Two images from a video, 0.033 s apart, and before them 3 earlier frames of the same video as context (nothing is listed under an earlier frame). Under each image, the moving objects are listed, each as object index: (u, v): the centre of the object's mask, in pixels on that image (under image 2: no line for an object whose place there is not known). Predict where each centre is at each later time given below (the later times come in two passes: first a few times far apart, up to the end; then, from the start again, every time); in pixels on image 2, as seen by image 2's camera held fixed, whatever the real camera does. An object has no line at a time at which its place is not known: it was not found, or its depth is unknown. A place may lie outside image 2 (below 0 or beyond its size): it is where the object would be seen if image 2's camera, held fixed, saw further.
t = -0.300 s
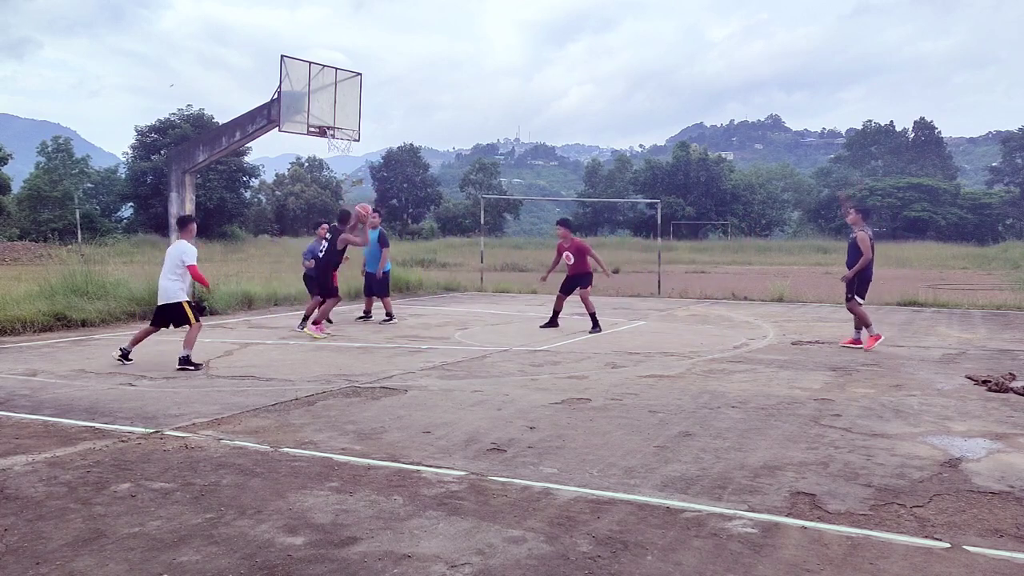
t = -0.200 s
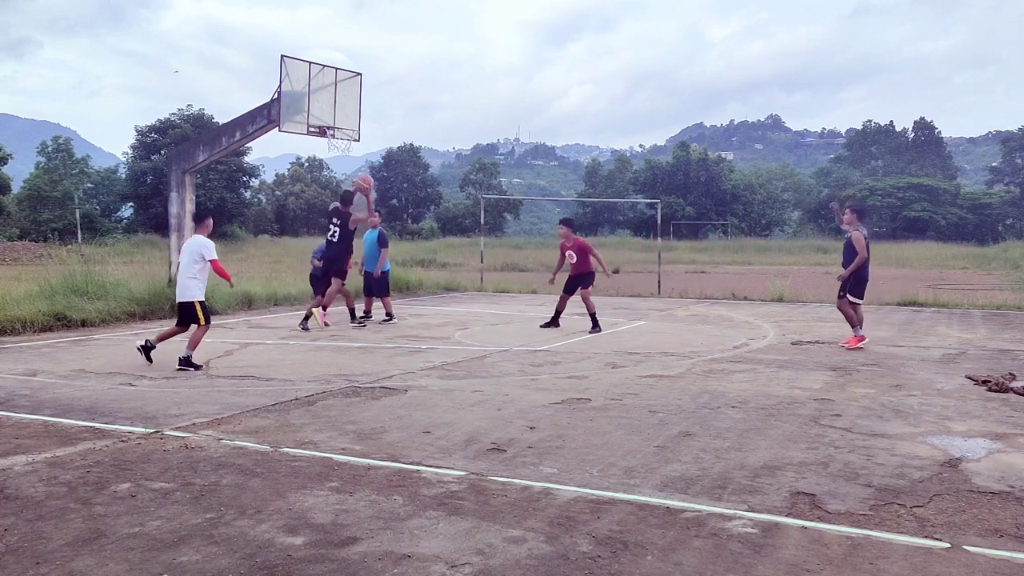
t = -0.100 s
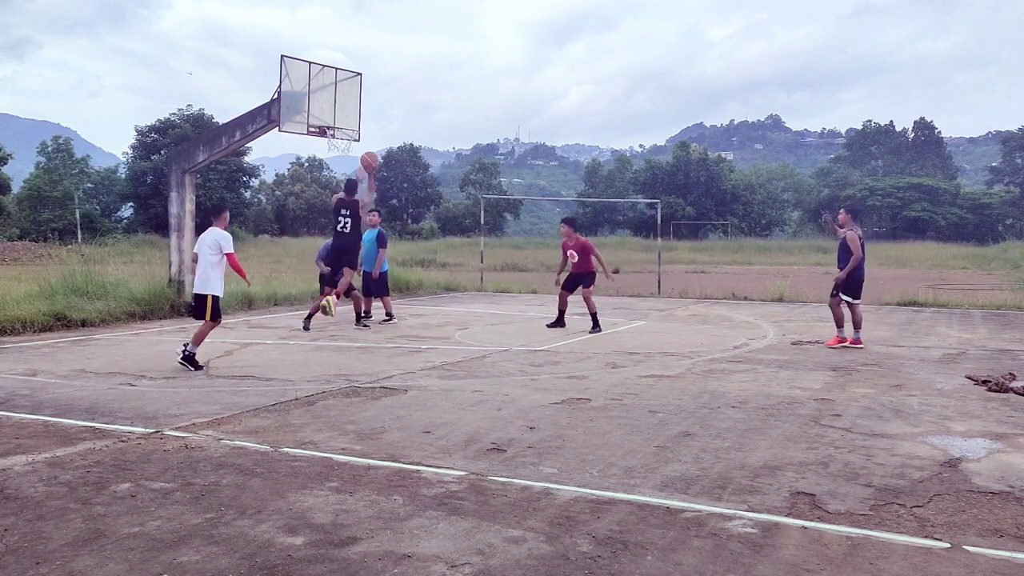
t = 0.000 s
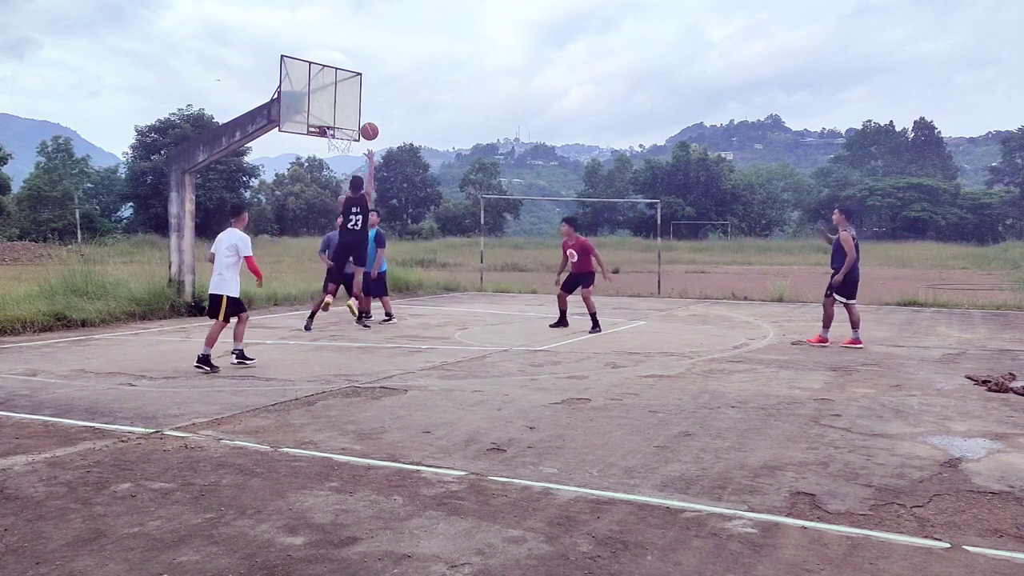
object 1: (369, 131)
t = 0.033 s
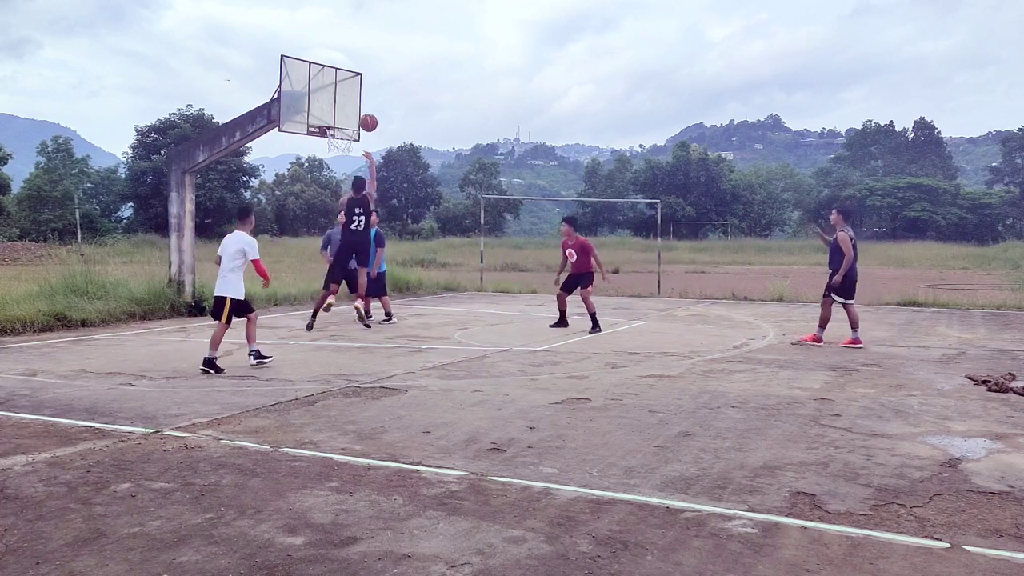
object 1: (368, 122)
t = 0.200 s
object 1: (364, 92)
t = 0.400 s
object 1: (359, 84)
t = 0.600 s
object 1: (355, 102)
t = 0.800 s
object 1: (346, 125)
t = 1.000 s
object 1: (332, 138)
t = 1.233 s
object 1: (335, 155)
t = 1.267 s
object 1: (336, 159)
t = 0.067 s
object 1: (367, 114)
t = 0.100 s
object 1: (367, 108)
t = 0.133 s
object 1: (366, 102)
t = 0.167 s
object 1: (365, 97)
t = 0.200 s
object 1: (364, 92)
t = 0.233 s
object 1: (363, 89)
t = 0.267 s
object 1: (362, 86)
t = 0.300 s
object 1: (361, 84)
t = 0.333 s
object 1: (361, 83)
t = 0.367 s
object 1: (360, 83)
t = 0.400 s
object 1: (359, 84)
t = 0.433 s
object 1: (359, 85)
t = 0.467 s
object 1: (358, 87)
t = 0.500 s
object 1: (357, 90)
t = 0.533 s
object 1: (356, 93)
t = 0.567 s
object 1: (356, 98)
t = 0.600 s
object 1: (355, 102)
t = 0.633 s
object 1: (354, 108)
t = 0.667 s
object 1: (354, 114)
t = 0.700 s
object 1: (353, 121)
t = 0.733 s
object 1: (351, 124)
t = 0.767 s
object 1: (348, 124)
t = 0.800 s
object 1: (346, 125)
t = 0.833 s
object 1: (343, 127)
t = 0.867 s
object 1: (340, 129)
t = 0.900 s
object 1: (338, 131)
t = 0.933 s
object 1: (337, 133)
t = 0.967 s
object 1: (334, 135)
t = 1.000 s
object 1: (332, 138)
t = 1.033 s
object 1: (331, 141)
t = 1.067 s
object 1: (330, 142)
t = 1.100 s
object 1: (330, 143)
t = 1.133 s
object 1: (331, 146)
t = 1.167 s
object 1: (332, 148)
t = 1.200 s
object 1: (334, 151)
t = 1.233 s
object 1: (335, 155)
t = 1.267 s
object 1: (336, 159)
